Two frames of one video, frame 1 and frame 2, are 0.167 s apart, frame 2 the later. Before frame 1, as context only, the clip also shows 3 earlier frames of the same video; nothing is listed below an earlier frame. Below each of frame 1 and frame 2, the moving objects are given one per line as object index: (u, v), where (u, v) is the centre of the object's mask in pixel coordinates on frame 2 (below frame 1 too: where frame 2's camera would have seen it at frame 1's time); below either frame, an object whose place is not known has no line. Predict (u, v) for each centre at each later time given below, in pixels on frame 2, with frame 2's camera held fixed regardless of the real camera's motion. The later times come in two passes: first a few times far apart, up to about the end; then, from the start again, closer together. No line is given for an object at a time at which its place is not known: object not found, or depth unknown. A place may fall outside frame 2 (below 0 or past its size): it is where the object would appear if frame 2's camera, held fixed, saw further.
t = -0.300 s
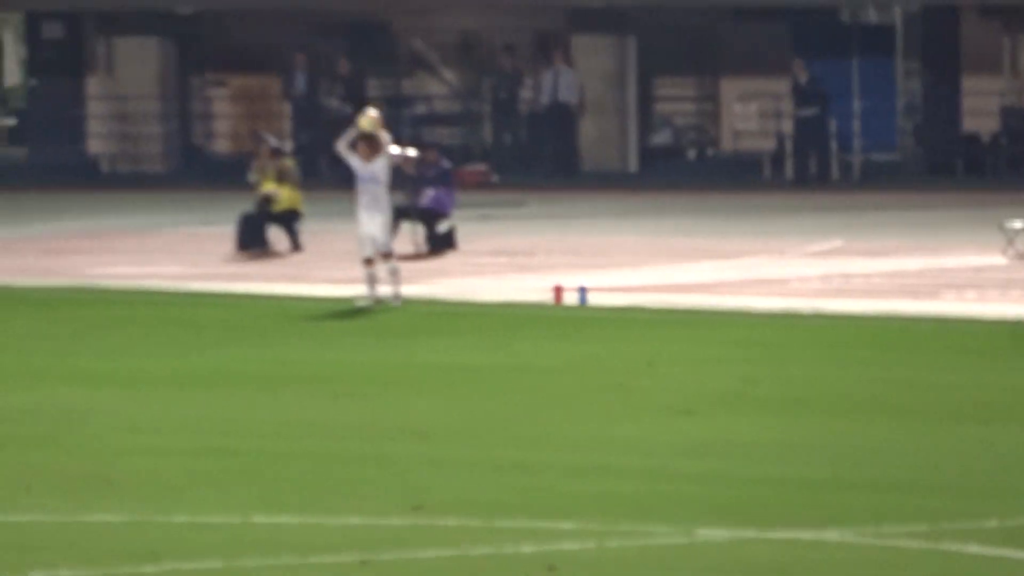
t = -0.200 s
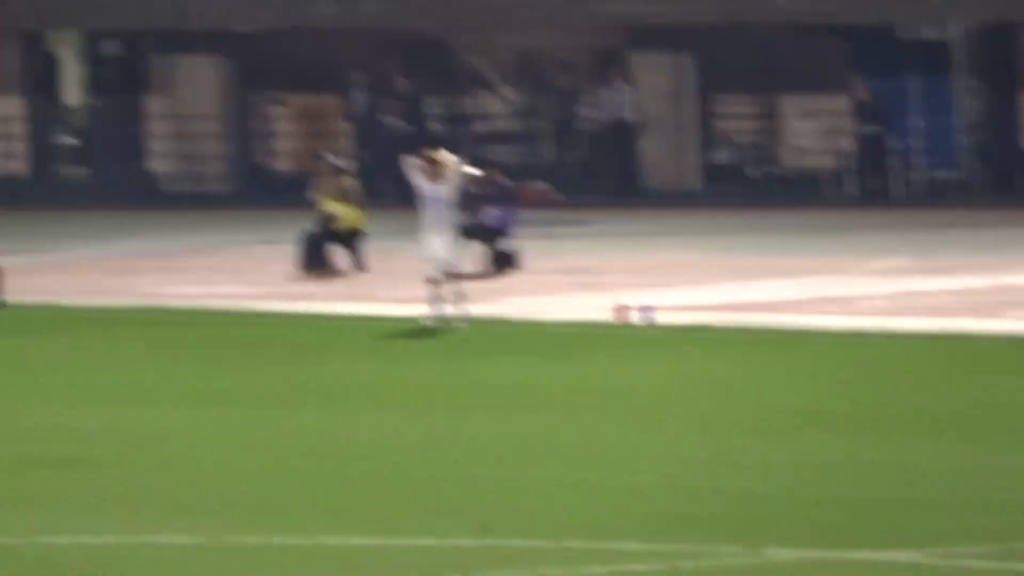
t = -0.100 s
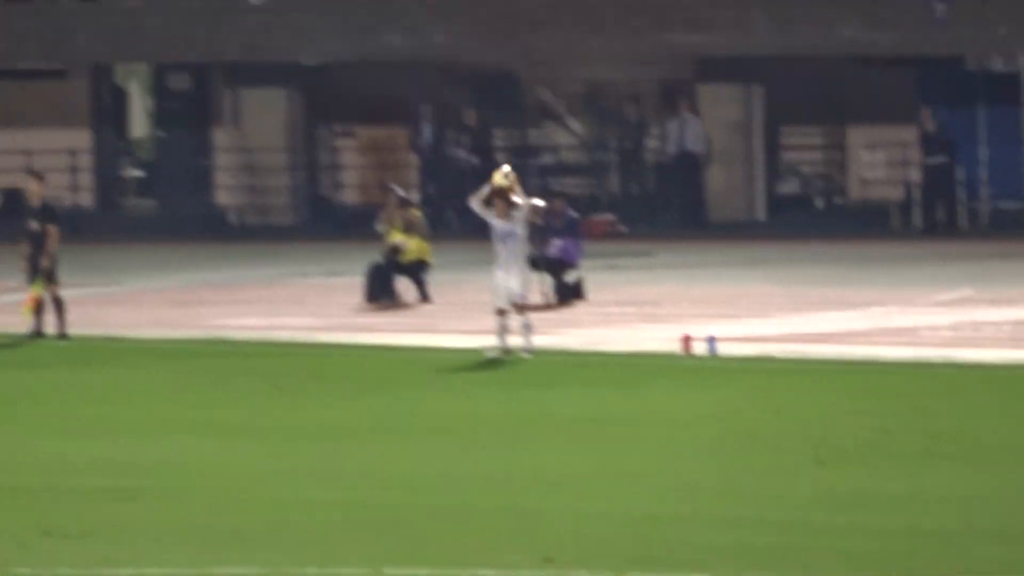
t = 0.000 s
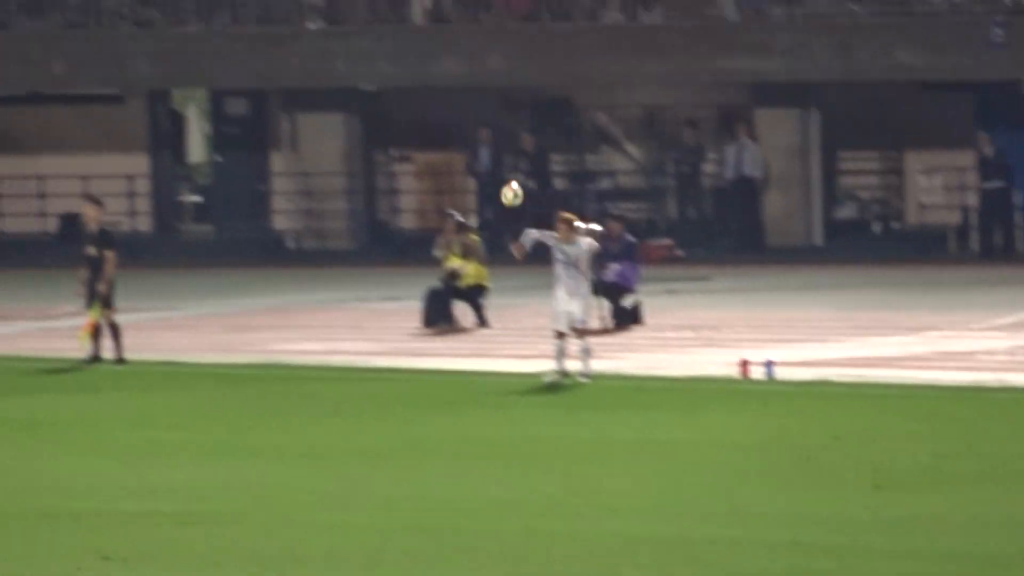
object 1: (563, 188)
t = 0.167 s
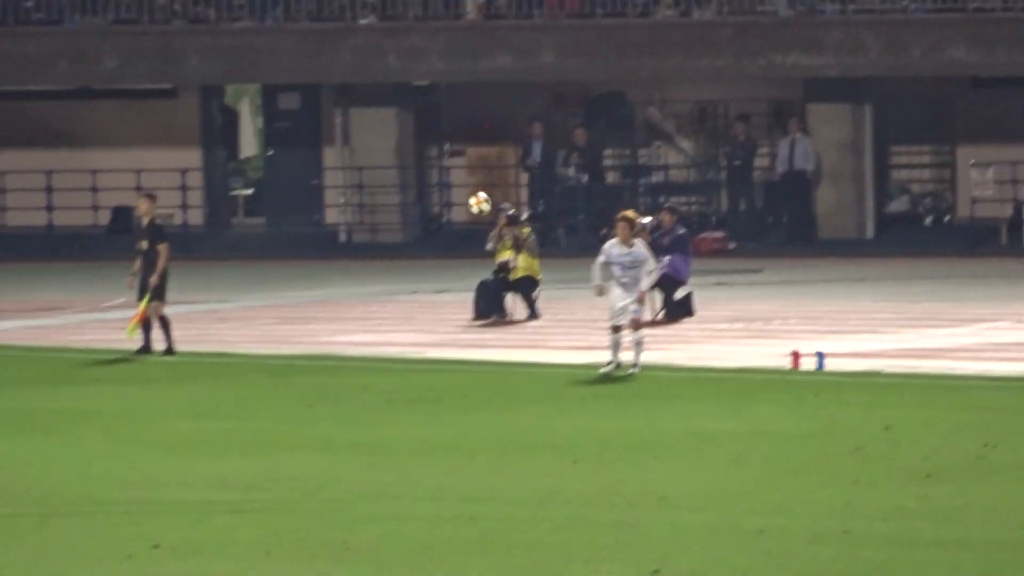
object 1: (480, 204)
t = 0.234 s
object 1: (446, 219)
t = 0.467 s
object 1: (333, 310)
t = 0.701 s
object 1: (230, 367)
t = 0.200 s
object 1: (463, 211)
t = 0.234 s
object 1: (446, 219)
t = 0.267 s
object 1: (430, 228)
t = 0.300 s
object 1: (413, 238)
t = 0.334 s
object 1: (397, 251)
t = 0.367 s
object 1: (381, 263)
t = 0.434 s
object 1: (348, 294)
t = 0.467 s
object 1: (333, 310)
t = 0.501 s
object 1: (317, 329)
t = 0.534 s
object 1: (300, 348)
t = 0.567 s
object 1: (285, 370)
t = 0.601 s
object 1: (268, 393)
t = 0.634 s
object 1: (255, 392)
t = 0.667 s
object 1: (242, 379)
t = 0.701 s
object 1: (230, 367)
